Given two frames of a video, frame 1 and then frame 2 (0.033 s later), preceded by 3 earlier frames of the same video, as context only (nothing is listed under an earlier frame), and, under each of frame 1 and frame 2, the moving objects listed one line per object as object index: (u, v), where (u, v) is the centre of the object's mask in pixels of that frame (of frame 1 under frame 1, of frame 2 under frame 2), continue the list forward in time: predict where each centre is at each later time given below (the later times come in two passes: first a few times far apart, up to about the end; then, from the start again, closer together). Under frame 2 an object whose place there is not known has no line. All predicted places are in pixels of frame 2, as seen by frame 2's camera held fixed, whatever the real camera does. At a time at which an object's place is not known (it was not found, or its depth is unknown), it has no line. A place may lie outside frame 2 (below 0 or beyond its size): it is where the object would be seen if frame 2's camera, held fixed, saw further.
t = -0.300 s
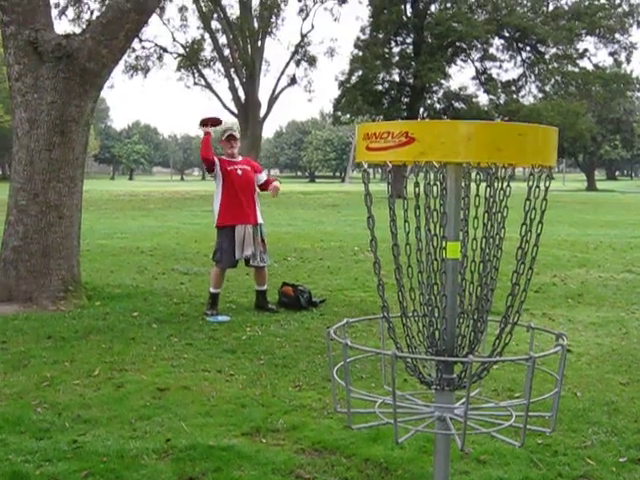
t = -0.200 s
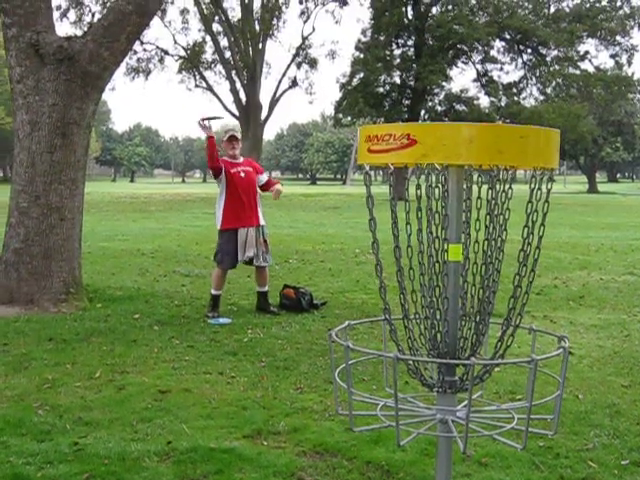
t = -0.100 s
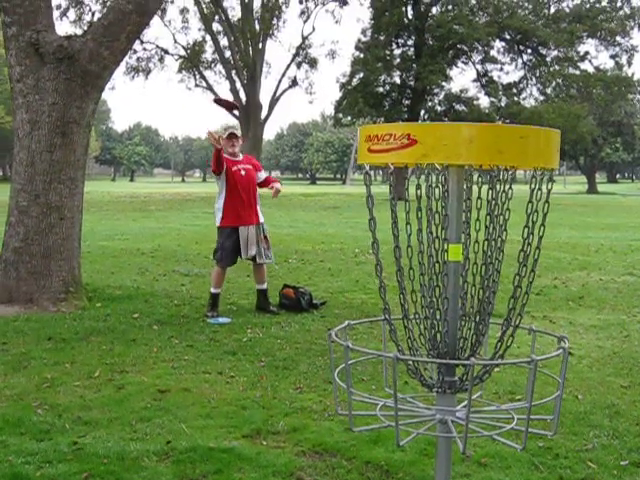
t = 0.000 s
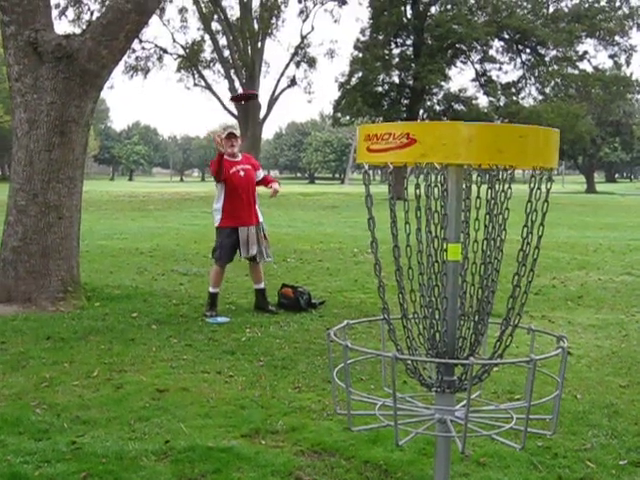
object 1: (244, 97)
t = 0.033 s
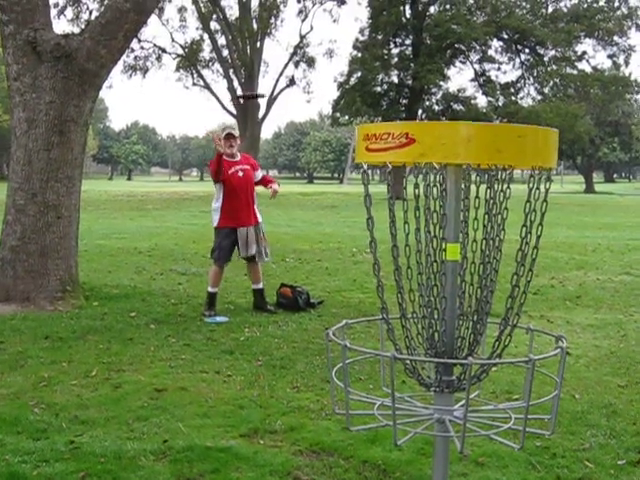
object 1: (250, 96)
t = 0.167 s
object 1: (286, 106)
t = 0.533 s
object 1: (471, 256)
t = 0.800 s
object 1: (472, 346)
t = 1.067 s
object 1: (471, 368)
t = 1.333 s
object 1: (474, 392)
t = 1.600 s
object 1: (473, 394)
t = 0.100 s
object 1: (266, 99)
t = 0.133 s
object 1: (276, 103)
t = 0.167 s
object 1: (286, 106)
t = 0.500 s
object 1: (471, 235)
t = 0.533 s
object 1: (471, 256)
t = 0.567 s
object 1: (472, 264)
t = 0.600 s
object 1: (473, 273)
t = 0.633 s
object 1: (476, 283)
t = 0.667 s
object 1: (474, 295)
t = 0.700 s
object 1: (473, 309)
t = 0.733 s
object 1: (473, 322)
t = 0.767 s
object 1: (473, 331)
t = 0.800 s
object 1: (472, 346)
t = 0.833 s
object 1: (478, 389)
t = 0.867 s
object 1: (484, 388)
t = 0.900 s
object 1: (478, 373)
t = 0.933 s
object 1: (474, 370)
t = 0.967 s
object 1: (470, 374)
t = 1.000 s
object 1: (470, 369)
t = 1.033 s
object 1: (471, 369)
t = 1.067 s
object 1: (471, 368)
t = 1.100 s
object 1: (470, 370)
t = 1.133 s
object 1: (470, 371)
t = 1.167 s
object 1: (470, 372)
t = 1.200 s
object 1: (471, 374)
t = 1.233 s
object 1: (470, 376)
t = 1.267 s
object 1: (470, 377)
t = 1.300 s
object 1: (471, 381)
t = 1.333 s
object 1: (474, 392)
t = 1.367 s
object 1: (473, 393)
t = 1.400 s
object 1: (473, 391)
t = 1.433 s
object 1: (473, 392)
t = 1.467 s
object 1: (473, 393)
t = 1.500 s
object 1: (472, 395)
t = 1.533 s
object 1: (473, 393)
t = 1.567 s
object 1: (473, 393)
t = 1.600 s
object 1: (473, 394)
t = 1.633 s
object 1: (473, 394)
